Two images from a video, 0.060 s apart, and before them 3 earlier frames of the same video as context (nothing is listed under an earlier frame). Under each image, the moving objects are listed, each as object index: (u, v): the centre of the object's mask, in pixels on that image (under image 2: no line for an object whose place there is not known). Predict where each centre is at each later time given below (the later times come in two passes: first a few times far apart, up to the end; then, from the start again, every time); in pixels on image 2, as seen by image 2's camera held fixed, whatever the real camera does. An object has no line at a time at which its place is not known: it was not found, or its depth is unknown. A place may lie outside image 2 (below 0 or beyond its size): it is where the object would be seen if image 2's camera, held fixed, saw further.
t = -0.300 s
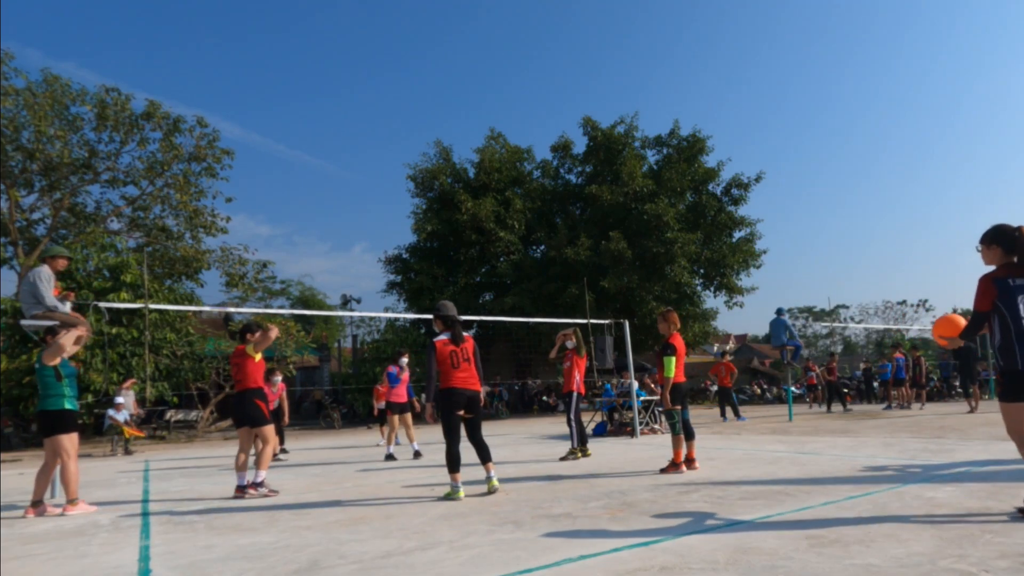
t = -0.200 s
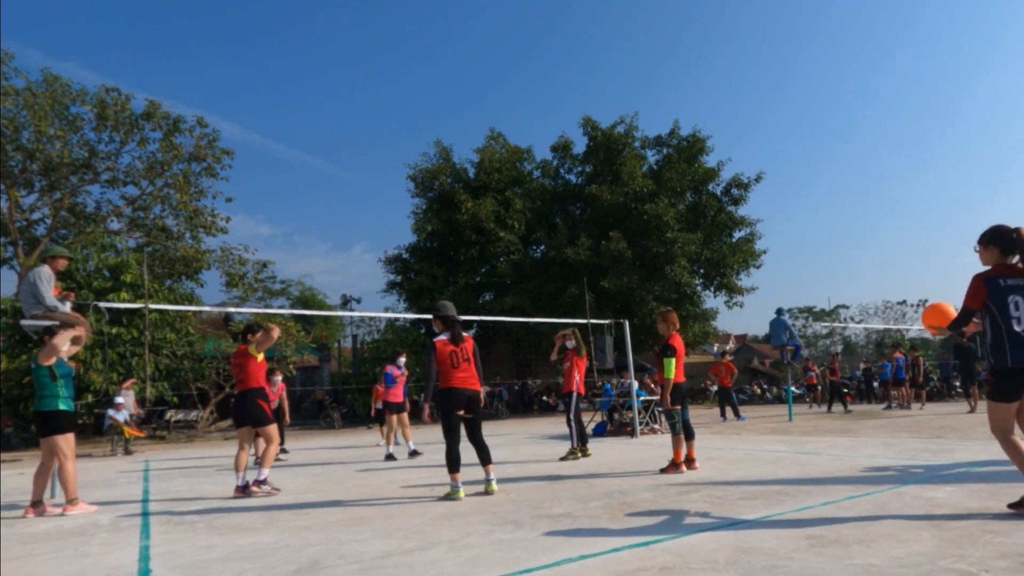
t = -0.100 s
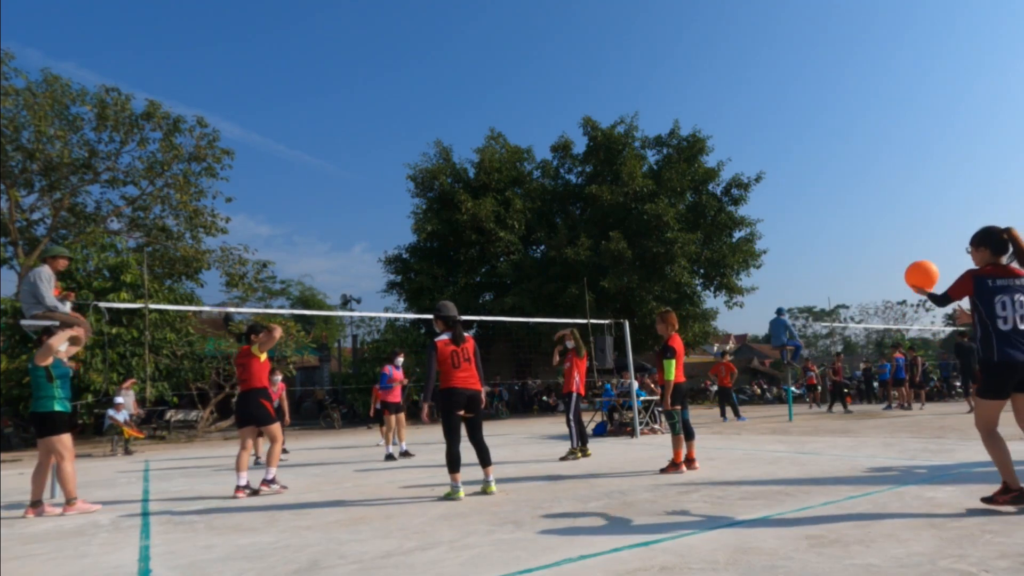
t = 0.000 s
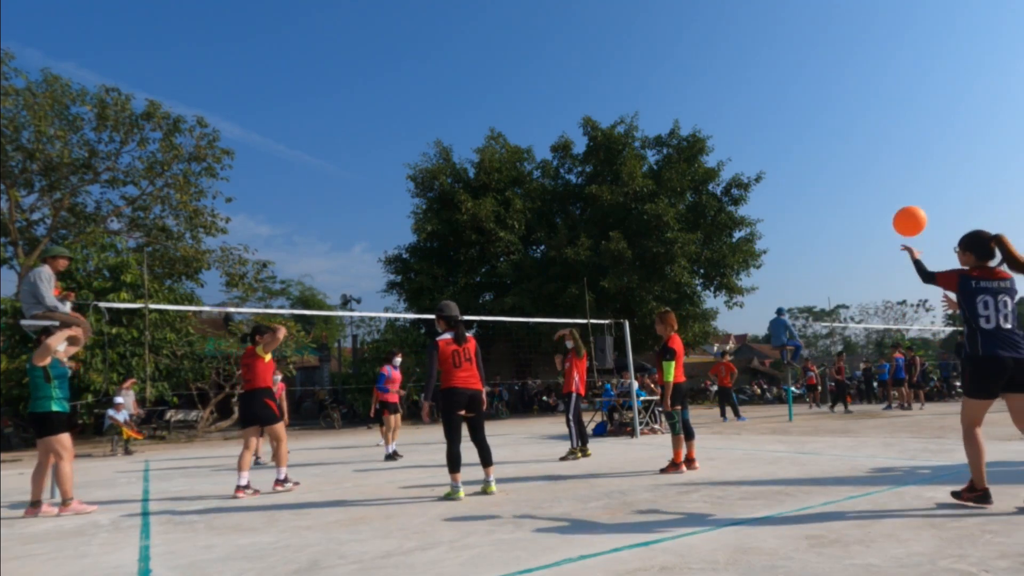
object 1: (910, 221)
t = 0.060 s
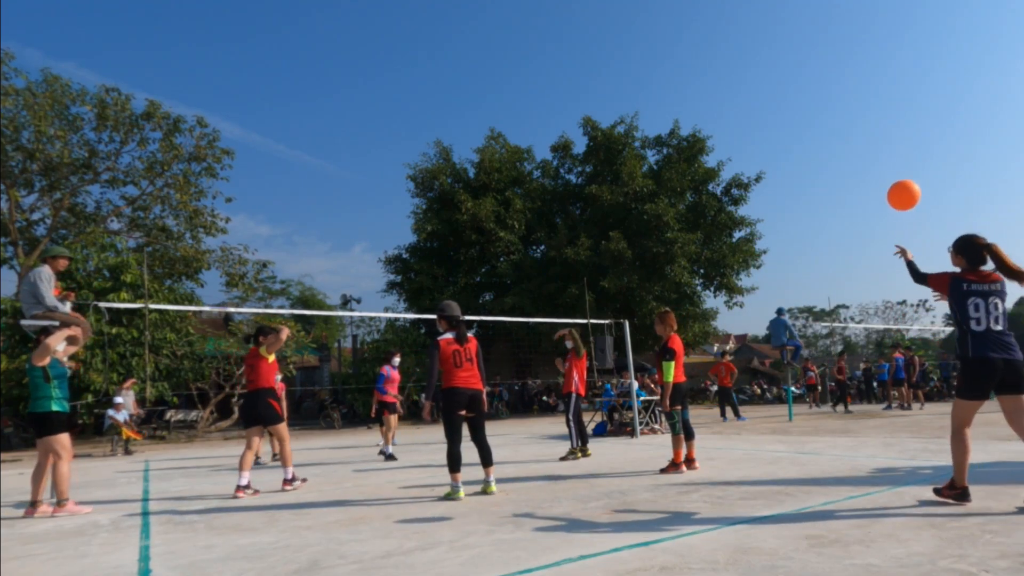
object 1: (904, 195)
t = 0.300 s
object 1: (886, 141)
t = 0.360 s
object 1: (883, 140)
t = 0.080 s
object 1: (902, 187)
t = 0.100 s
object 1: (900, 180)
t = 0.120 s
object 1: (899, 174)
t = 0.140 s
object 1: (897, 168)
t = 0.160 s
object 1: (895, 163)
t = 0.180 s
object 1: (894, 158)
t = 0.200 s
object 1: (892, 154)
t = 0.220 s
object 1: (891, 150)
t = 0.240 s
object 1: (890, 147)
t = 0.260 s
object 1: (888, 145)
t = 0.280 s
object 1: (887, 143)
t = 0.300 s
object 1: (886, 141)
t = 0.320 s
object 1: (885, 140)
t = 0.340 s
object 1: (884, 139)
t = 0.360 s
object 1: (883, 140)
